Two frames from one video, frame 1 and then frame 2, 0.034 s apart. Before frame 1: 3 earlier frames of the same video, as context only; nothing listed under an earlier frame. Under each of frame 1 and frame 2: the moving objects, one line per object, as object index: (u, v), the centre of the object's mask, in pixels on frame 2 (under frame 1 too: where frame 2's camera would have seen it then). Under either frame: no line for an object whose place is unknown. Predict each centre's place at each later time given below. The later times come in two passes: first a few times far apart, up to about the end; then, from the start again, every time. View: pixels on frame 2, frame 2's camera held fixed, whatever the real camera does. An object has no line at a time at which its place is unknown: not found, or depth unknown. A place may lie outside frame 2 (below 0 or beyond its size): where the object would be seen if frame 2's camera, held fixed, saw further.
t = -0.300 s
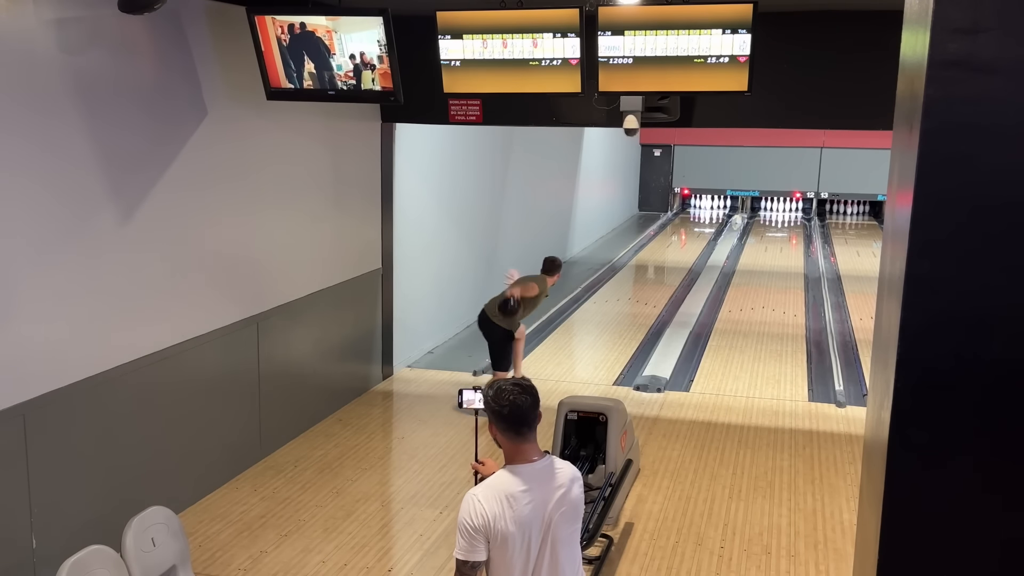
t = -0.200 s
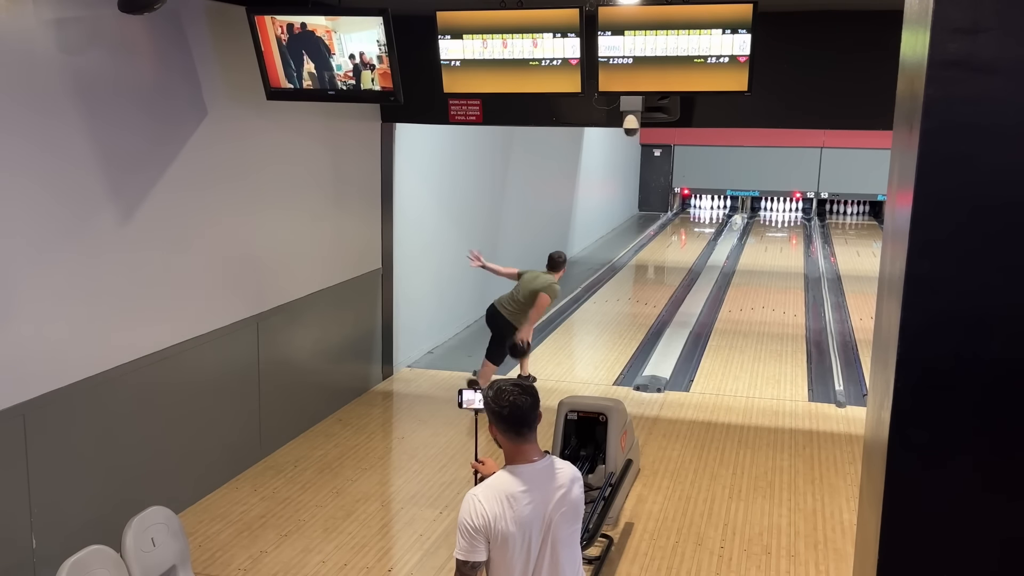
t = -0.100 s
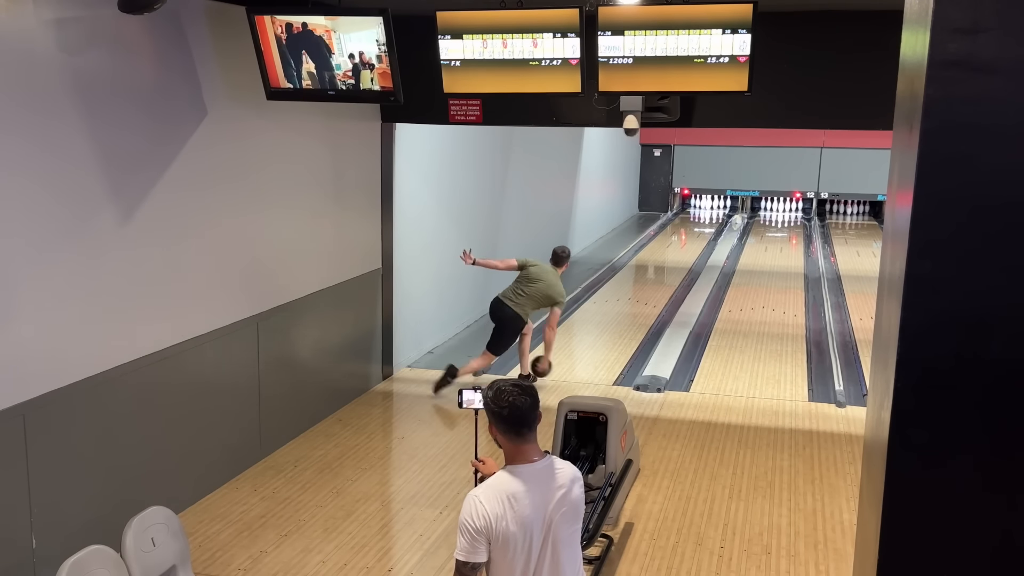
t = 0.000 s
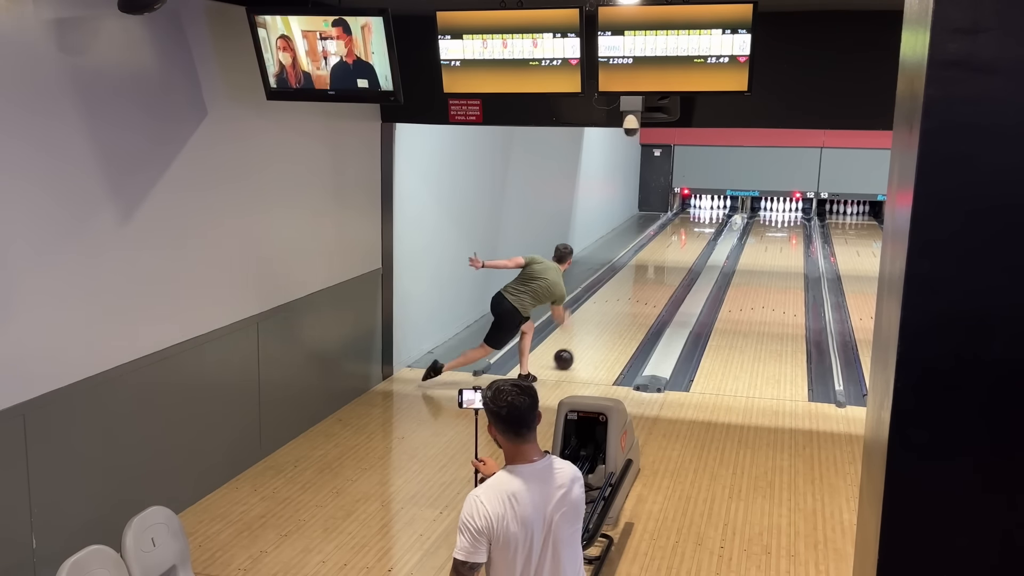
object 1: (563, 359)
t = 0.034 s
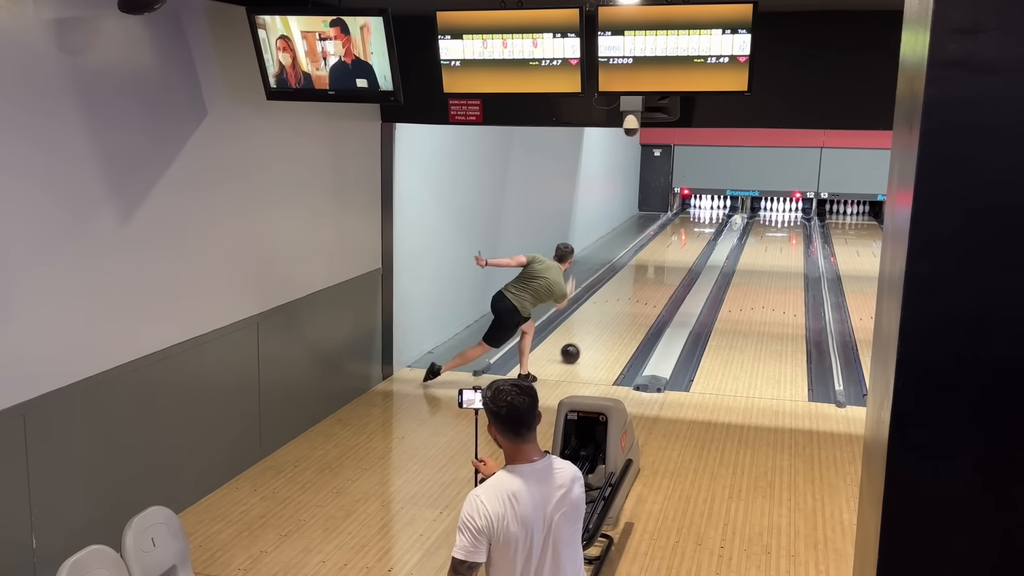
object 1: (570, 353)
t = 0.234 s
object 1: (604, 323)
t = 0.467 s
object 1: (634, 296)
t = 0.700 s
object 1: (656, 275)
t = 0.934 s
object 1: (673, 258)
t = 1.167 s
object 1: (686, 245)
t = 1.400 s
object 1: (697, 233)
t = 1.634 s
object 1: (705, 224)
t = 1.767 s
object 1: (708, 219)
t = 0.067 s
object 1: (576, 348)
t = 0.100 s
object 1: (583, 342)
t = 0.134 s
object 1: (588, 337)
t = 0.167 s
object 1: (594, 332)
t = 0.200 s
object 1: (599, 327)
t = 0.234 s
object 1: (604, 323)
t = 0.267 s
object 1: (609, 318)
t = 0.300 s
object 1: (613, 314)
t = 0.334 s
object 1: (618, 310)
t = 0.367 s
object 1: (622, 306)
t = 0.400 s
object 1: (626, 302)
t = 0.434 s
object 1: (630, 299)
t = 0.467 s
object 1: (634, 296)
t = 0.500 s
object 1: (637, 292)
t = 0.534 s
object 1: (641, 289)
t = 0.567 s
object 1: (644, 286)
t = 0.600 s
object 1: (647, 283)
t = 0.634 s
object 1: (650, 280)
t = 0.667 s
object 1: (653, 278)
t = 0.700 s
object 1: (656, 275)
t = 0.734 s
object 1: (658, 272)
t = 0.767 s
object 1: (661, 270)
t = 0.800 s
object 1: (664, 268)
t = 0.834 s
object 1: (666, 265)
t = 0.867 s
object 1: (668, 263)
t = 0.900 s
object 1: (671, 261)
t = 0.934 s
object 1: (673, 258)
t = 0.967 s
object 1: (675, 256)
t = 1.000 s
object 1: (677, 254)
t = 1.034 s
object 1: (679, 252)
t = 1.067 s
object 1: (681, 250)
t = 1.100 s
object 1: (683, 248)
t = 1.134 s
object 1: (684, 246)
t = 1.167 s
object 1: (686, 245)
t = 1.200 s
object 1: (688, 243)
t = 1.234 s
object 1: (689, 241)
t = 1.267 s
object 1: (691, 239)
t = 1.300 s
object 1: (692, 238)
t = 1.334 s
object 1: (694, 236)
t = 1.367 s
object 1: (695, 235)
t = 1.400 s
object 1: (697, 233)
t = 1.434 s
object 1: (698, 232)
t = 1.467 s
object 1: (699, 230)
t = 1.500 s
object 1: (700, 229)
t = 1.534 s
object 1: (702, 227)
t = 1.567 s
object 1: (702, 226)
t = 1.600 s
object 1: (703, 225)
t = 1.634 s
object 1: (705, 224)
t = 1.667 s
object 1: (706, 222)
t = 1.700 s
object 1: (706, 221)
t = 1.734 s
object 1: (707, 220)
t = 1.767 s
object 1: (708, 219)
